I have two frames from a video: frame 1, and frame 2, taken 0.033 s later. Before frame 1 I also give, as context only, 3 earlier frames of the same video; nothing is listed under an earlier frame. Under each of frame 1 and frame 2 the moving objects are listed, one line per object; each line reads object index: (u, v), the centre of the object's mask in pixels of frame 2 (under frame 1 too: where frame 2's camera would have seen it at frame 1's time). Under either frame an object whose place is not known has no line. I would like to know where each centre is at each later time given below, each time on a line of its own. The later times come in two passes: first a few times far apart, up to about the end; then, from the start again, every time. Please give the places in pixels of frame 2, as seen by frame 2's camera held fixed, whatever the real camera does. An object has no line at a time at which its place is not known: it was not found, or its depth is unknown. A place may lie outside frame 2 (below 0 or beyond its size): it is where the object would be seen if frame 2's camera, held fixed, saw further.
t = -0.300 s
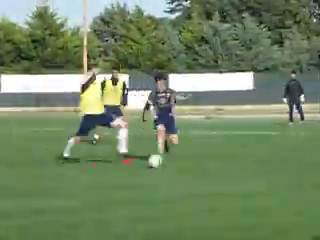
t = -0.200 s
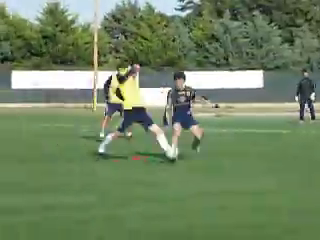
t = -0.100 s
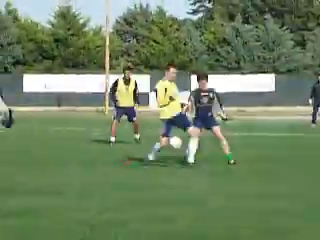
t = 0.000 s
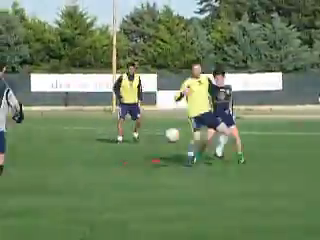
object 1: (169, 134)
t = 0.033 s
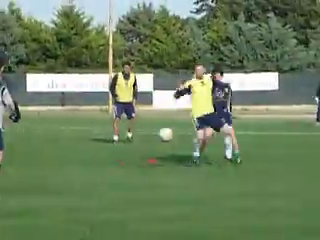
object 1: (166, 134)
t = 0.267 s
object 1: (140, 148)
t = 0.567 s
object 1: (117, 152)
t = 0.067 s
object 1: (161, 134)
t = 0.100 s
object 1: (158, 134)
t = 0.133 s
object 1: (154, 135)
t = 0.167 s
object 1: (152, 137)
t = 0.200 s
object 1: (148, 140)
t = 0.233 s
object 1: (144, 143)
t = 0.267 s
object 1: (140, 148)
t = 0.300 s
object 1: (137, 153)
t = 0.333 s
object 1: (132, 159)
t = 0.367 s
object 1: (129, 166)
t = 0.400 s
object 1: (127, 167)
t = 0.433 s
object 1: (127, 162)
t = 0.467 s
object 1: (124, 158)
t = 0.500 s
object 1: (122, 155)
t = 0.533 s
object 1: (120, 154)
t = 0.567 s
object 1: (117, 152)
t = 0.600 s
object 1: (115, 152)
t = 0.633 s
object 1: (115, 153)
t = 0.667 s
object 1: (113, 153)
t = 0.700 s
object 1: (112, 155)
